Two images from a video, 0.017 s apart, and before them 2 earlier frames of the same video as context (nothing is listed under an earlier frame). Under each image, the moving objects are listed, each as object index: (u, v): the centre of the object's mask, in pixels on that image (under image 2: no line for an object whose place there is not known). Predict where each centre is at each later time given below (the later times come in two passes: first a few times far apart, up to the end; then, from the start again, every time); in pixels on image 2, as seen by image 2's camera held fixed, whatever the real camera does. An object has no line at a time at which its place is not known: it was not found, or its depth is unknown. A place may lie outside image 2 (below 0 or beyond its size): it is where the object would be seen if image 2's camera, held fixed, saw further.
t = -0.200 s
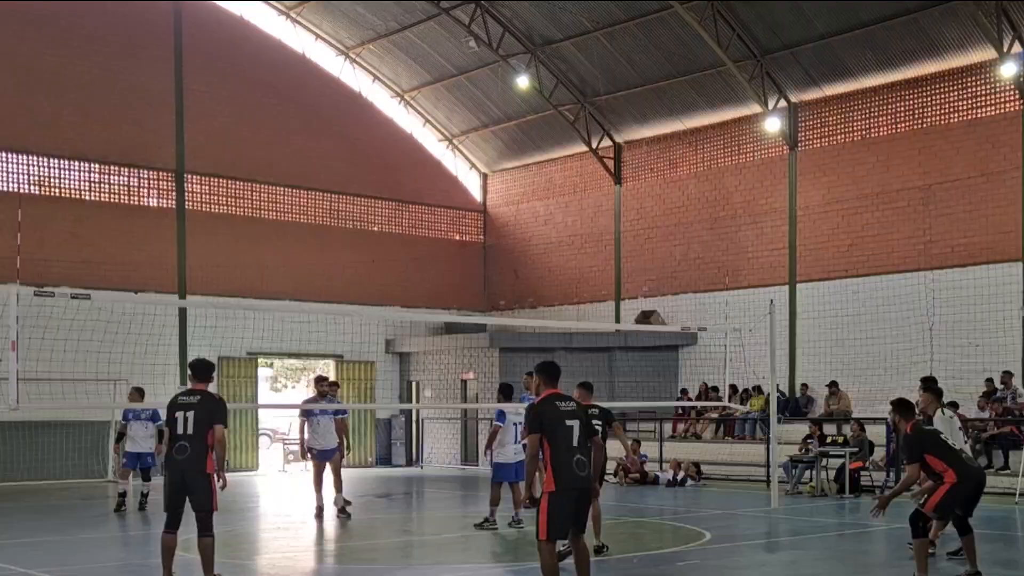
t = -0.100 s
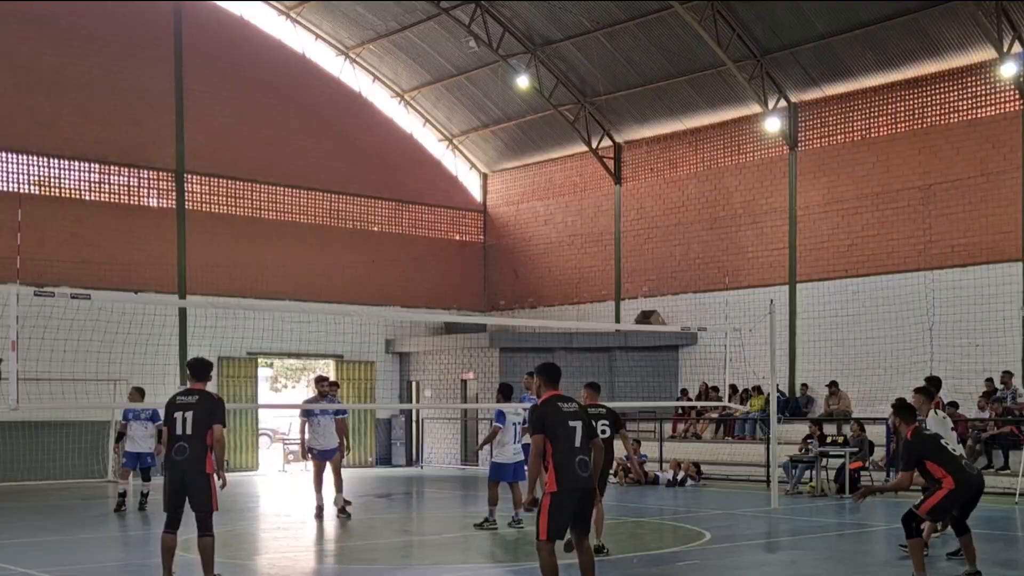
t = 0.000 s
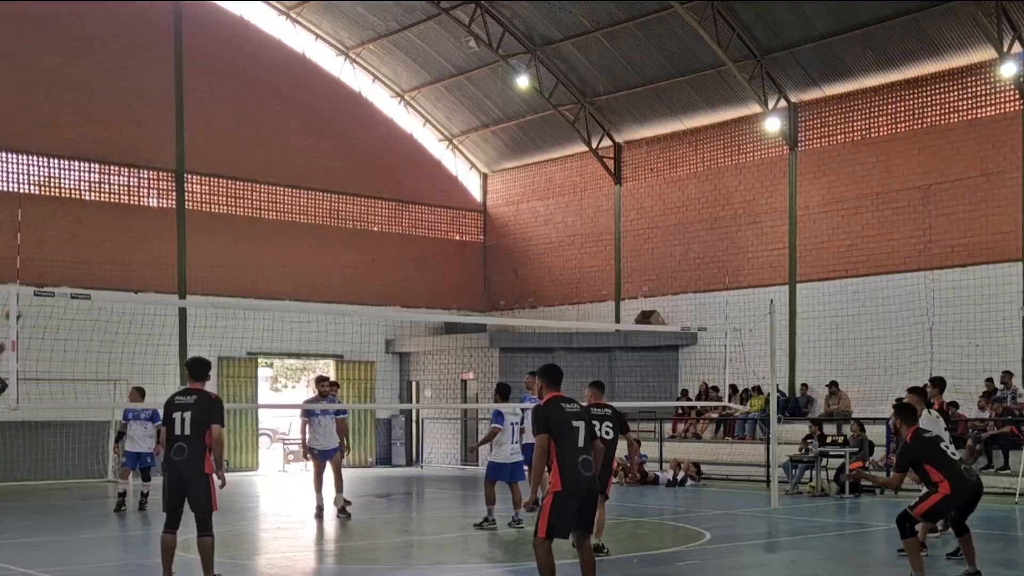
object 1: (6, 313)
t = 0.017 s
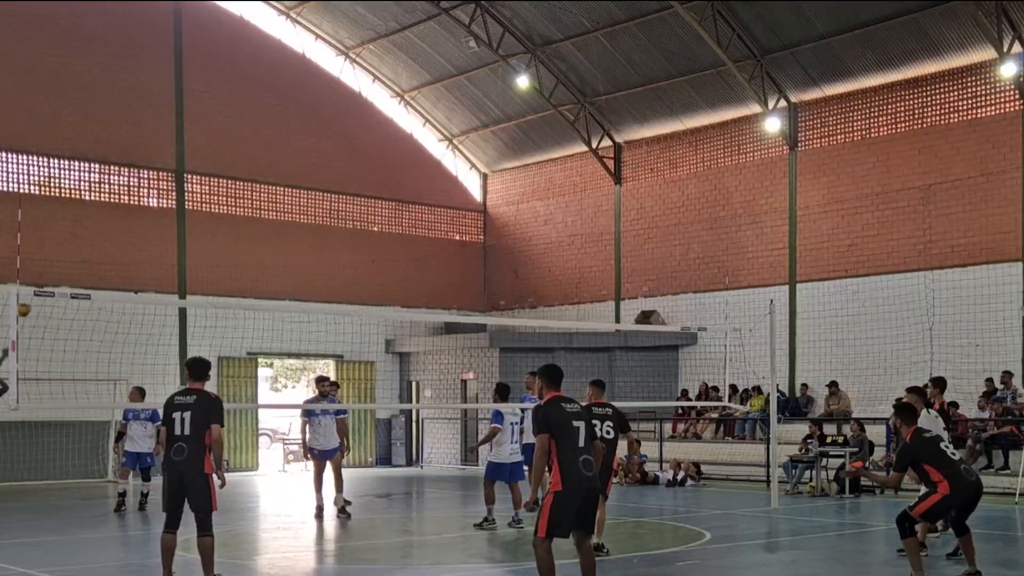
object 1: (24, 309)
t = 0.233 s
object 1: (149, 247)
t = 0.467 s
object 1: (308, 212)
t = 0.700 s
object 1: (485, 219)
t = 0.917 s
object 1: (672, 278)
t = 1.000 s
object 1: (755, 316)
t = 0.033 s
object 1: (31, 304)
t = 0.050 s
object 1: (40, 301)
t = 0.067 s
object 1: (49, 288)
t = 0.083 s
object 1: (60, 285)
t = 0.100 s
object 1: (70, 282)
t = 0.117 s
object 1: (79, 277)
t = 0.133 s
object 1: (88, 272)
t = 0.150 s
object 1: (98, 268)
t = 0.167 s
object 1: (107, 263)
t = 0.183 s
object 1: (118, 259)
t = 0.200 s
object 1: (128, 255)
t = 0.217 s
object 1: (138, 251)
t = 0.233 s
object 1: (149, 247)
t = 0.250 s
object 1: (159, 243)
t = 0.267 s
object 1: (171, 239)
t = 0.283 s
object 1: (182, 236)
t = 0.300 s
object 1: (193, 233)
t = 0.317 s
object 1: (204, 230)
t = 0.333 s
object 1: (215, 227)
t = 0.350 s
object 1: (227, 224)
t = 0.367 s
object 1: (237, 221)
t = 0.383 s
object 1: (249, 220)
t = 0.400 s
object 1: (260, 218)
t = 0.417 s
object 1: (272, 216)
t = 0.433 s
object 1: (283, 214)
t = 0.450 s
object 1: (296, 212)
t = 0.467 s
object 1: (308, 212)
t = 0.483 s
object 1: (320, 211)
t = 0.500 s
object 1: (332, 210)
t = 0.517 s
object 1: (345, 210)
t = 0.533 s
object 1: (358, 210)
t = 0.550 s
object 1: (370, 210)
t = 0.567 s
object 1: (382, 210)
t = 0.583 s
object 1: (395, 210)
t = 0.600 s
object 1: (408, 209)
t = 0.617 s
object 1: (420, 210)
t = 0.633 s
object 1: (432, 211)
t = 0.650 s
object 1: (444, 213)
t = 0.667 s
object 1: (457, 214)
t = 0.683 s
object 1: (471, 216)
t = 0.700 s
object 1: (485, 219)
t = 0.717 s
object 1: (498, 221)
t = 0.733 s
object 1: (512, 225)
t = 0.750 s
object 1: (526, 229)
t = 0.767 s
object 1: (539, 233)
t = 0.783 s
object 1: (554, 236)
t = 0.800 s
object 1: (568, 240)
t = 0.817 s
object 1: (582, 245)
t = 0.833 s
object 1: (597, 249)
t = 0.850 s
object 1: (612, 254)
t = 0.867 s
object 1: (627, 260)
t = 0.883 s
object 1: (642, 266)
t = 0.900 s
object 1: (657, 272)
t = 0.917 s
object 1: (672, 278)
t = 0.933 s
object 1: (689, 284)
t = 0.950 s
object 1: (705, 292)
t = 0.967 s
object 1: (722, 300)
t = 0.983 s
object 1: (739, 307)
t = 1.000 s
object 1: (755, 316)
